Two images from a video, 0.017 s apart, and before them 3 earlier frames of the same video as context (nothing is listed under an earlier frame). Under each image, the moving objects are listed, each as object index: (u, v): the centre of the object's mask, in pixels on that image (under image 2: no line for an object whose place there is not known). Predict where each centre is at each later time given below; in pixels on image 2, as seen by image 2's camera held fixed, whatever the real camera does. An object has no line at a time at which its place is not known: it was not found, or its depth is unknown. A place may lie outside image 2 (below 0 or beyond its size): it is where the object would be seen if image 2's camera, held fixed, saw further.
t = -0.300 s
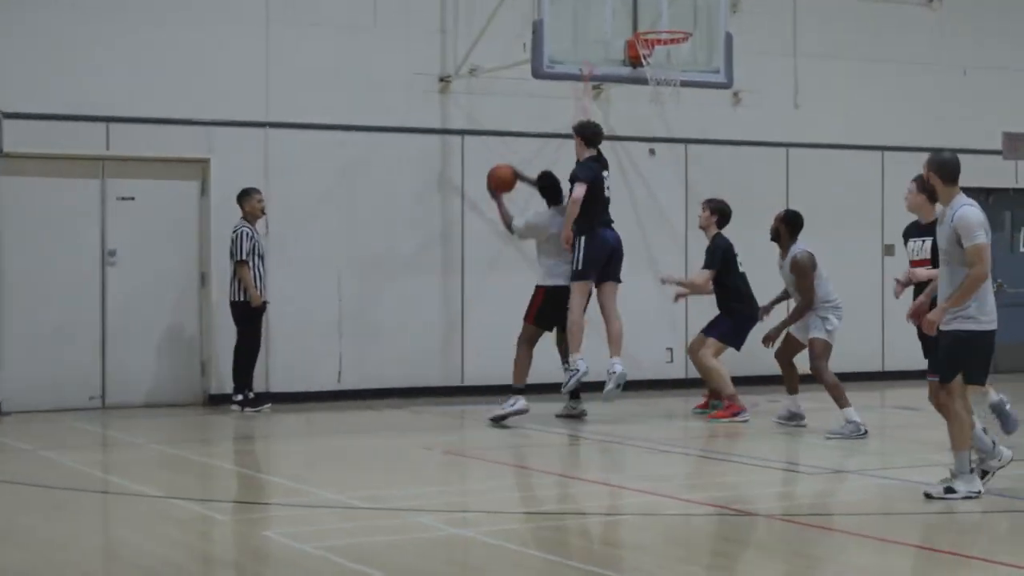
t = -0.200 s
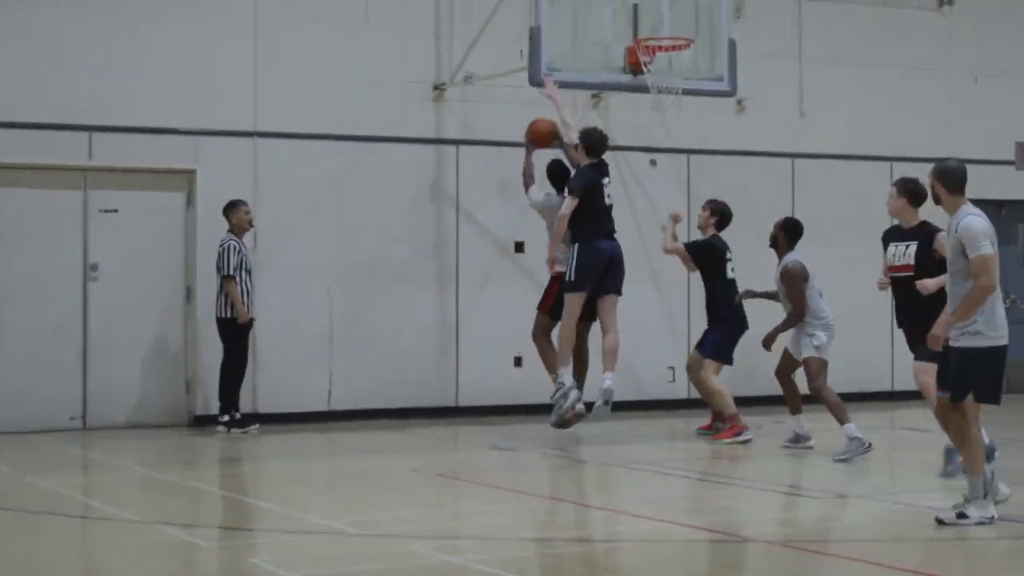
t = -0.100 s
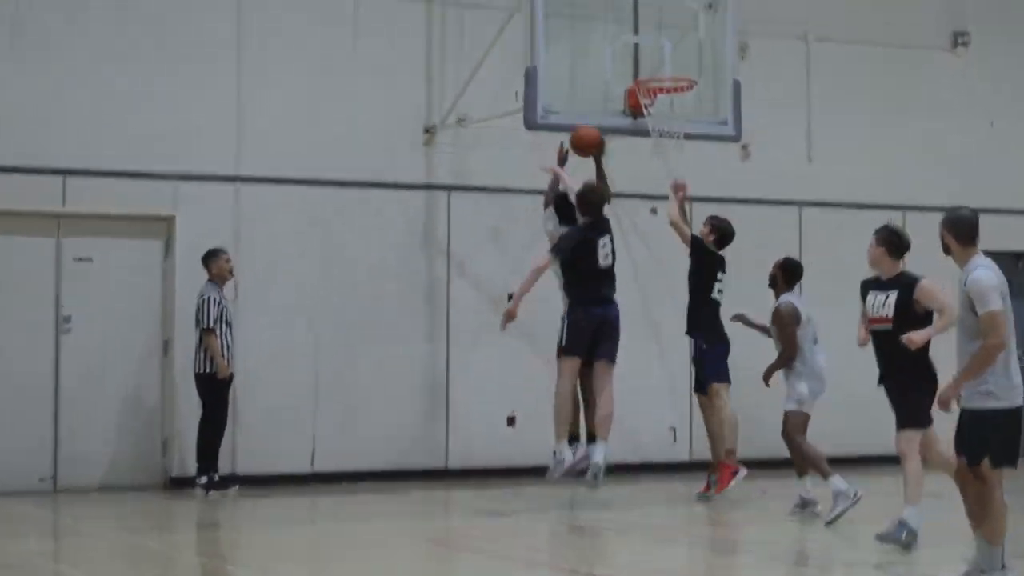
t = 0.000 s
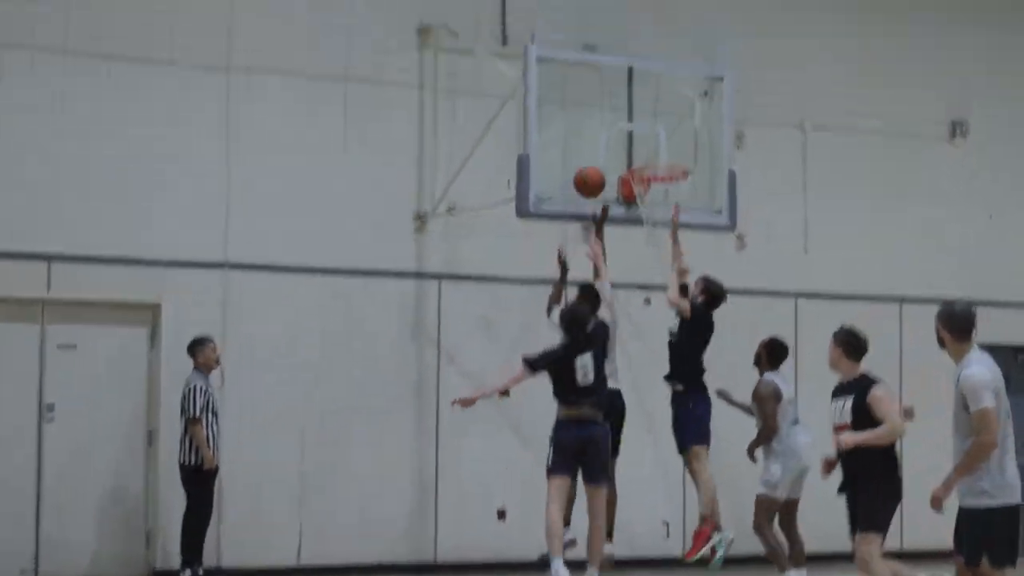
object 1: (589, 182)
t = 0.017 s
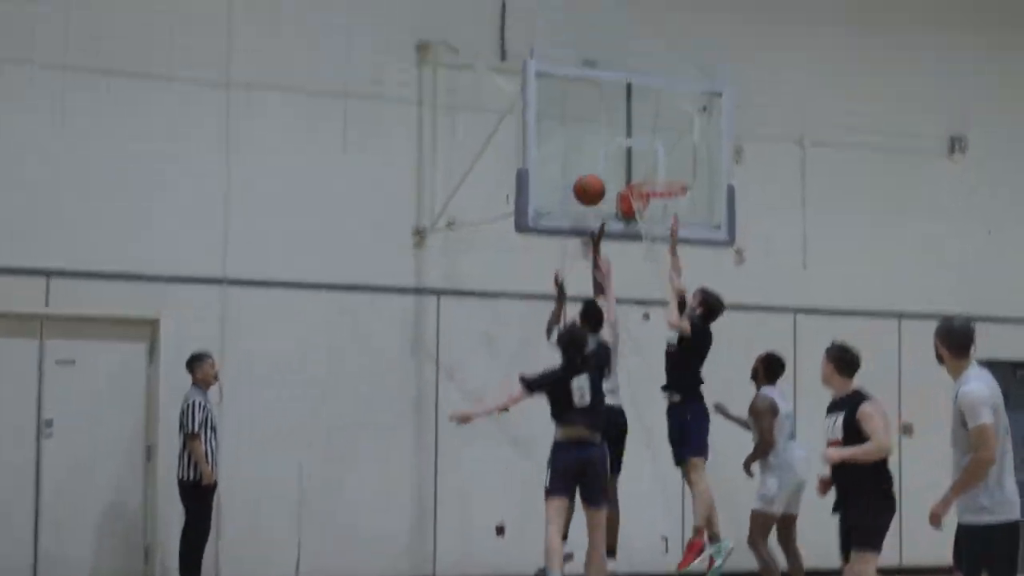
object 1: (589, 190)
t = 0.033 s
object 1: (590, 183)
